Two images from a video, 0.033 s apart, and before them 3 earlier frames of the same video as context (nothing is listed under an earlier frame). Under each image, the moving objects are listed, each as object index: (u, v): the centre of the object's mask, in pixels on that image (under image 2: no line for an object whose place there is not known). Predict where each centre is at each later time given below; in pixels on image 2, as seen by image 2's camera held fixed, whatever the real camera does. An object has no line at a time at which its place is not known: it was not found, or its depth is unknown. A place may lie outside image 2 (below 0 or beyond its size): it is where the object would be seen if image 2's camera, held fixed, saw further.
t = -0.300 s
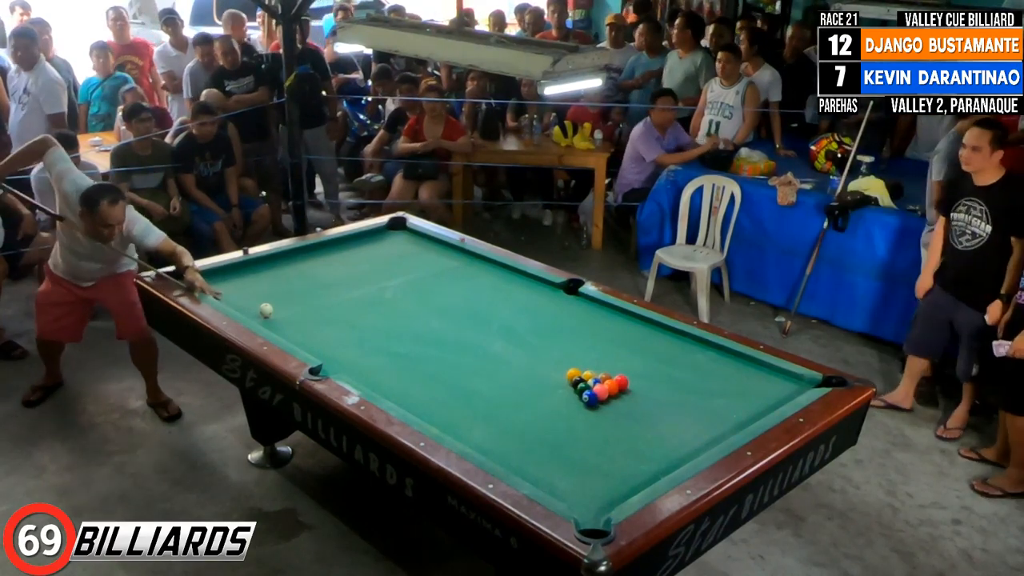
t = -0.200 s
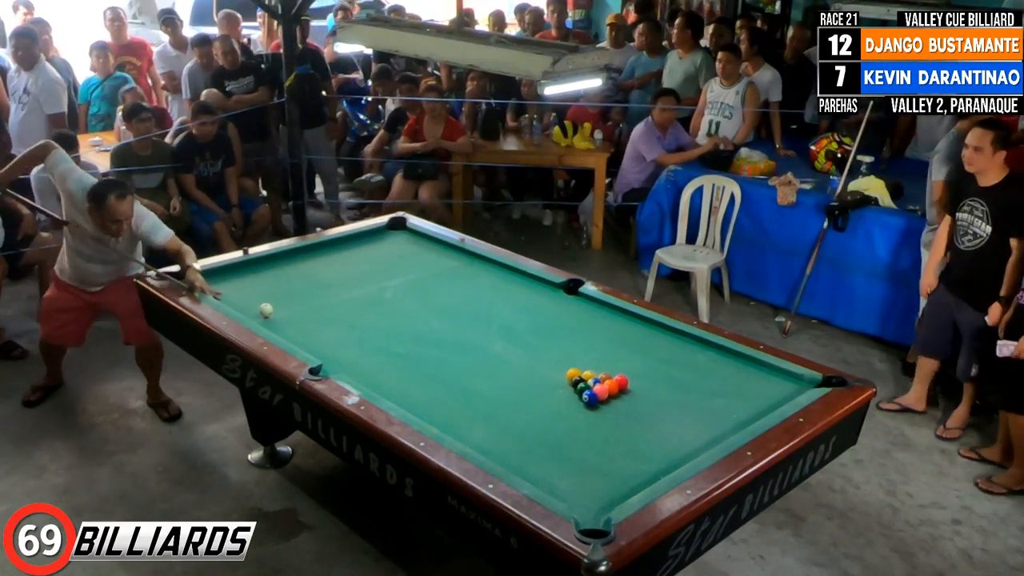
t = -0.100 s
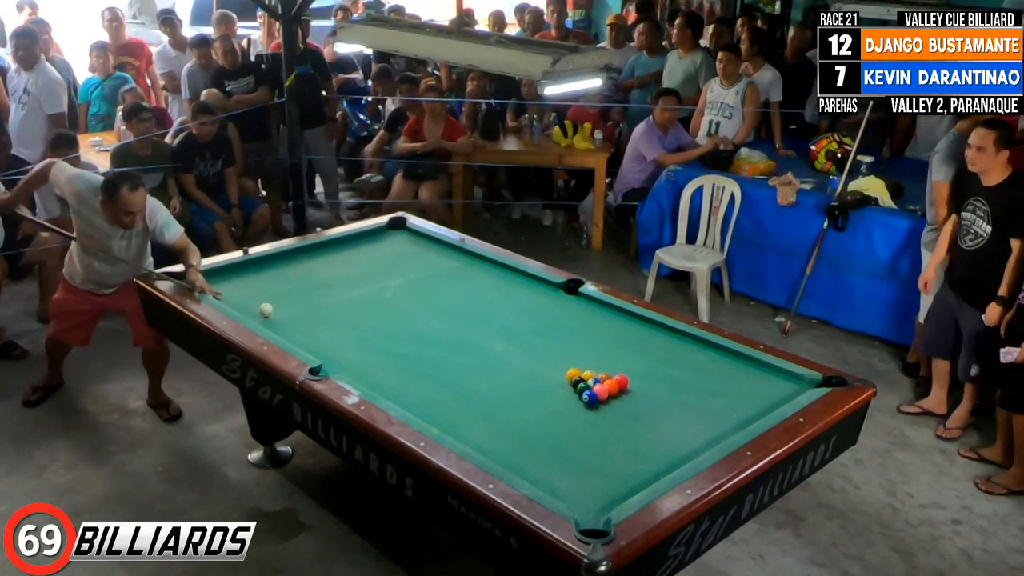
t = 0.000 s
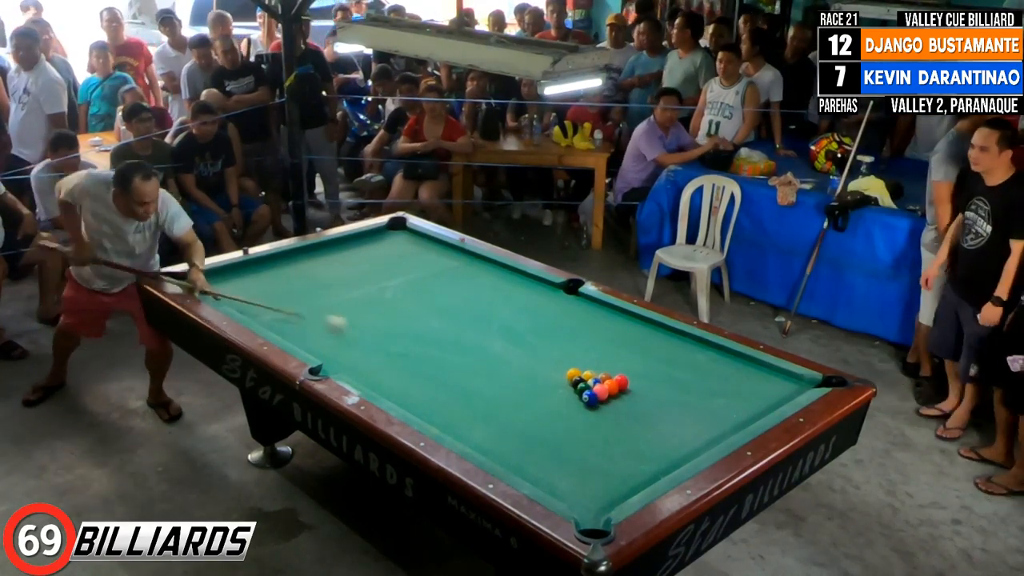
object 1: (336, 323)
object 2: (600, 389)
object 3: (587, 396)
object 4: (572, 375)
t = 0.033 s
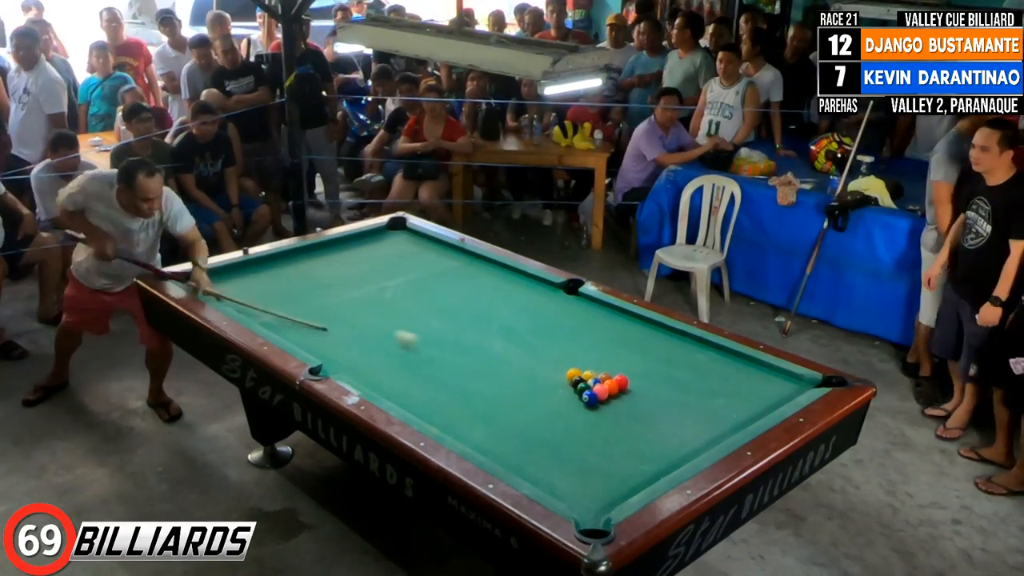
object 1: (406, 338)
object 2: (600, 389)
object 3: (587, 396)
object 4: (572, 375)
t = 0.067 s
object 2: (600, 389)
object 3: (587, 396)
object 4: (572, 375)
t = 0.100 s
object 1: (556, 371)
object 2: (600, 389)
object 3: (587, 396)
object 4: (572, 375)
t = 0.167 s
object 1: (551, 346)
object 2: (623, 412)
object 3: (610, 428)
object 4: (571, 362)
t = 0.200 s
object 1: (546, 338)
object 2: (636, 423)
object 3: (620, 444)
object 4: (569, 359)
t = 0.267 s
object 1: (537, 331)
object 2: (660, 446)
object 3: (643, 477)
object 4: (566, 357)
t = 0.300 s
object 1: (532, 331)
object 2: (672, 457)
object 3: (638, 482)
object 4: (564, 353)
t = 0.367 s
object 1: (525, 326)
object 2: (656, 457)
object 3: (602, 475)
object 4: (560, 347)
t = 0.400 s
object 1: (523, 321)
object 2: (644, 456)
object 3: (586, 471)
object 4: (558, 344)
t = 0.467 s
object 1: (517, 316)
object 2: (622, 450)
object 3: (554, 465)
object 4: (555, 338)
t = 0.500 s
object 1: (516, 313)
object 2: (610, 447)
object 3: (538, 461)
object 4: (553, 334)
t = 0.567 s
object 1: (514, 306)
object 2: (587, 441)
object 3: (507, 455)
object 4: (550, 328)
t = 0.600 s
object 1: (514, 303)
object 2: (576, 438)
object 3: (492, 451)
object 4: (549, 325)
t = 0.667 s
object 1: (515, 298)
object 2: (554, 432)
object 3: (470, 441)
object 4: (545, 319)
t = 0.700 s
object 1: (517, 295)
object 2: (544, 429)
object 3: (464, 436)
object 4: (544, 316)
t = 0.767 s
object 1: (523, 291)
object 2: (523, 424)
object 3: (454, 425)
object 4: (538, 308)
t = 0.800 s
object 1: (526, 289)
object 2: (513, 421)
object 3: (449, 420)
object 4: (536, 304)
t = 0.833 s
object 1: (530, 287)
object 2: (503, 419)
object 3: (444, 414)
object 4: (533, 300)
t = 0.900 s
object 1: (537, 283)
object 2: (491, 417)
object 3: (435, 404)
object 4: (528, 293)
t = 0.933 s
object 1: (540, 282)
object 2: (485, 417)
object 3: (430, 398)
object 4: (525, 288)
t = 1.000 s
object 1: (536, 282)
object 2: (475, 417)
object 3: (422, 389)
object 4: (520, 282)
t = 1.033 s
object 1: (533, 282)
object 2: (469, 417)
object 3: (418, 384)
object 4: (517, 278)
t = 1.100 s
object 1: (526, 283)
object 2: (459, 416)
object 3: (410, 375)
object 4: (512, 272)
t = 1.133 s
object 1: (523, 284)
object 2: (453, 416)
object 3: (406, 370)
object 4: (509, 269)
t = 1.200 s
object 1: (516, 285)
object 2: (443, 416)
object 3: (398, 362)
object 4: (498, 268)
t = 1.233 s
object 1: (513, 285)
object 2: (438, 416)
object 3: (395, 358)
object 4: (492, 267)
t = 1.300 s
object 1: (506, 286)
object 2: (428, 415)
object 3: (388, 349)
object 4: (481, 265)
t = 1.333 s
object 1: (503, 286)
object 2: (423, 413)
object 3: (384, 345)
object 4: (476, 264)
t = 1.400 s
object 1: (497, 287)
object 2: (419, 411)
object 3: (378, 338)
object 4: (466, 262)
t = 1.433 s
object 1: (493, 287)
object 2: (418, 410)
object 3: (374, 334)
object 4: (461, 262)
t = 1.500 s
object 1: (487, 288)
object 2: (417, 407)
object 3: (368, 327)
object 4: (450, 260)
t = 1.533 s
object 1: (484, 289)
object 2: (416, 405)
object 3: (365, 323)
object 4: (445, 259)
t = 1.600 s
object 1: (477, 289)
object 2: (415, 402)
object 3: (359, 317)
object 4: (435, 257)
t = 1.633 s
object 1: (474, 290)
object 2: (414, 400)
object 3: (356, 314)
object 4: (430, 257)
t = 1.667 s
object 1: (471, 290)
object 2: (414, 399)
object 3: (354, 310)
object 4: (426, 256)
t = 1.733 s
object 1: (465, 291)
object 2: (413, 395)
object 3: (348, 304)
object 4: (416, 254)
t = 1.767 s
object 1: (461, 291)
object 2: (412, 394)
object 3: (346, 301)
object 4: (412, 254)
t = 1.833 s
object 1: (455, 292)
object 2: (411, 391)
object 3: (340, 295)
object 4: (402, 252)
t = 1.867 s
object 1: (452, 292)
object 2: (411, 389)
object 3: (338, 292)
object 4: (397, 252)
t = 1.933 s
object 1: (446, 293)
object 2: (409, 386)
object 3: (333, 286)
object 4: (388, 250)
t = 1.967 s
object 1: (443, 294)
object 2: (409, 385)
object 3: (331, 283)
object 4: (384, 249)
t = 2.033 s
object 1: (437, 294)
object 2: (409, 382)
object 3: (326, 278)
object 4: (375, 248)
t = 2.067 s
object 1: (434, 294)
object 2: (408, 380)
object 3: (324, 276)
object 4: (370, 247)
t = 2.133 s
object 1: (428, 295)
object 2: (407, 377)
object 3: (319, 271)
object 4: (361, 246)
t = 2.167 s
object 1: (425, 296)
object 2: (407, 376)
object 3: (318, 268)
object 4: (357, 245)
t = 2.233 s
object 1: (419, 296)
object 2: (406, 373)
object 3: (313, 263)
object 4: (348, 244)
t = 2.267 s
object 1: (416, 297)
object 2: (405, 372)
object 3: (312, 261)
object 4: (344, 243)
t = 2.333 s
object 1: (410, 298)
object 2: (405, 369)
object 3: (307, 255)
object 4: (336, 242)
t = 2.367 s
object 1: (408, 298)
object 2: (404, 368)
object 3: (305, 254)
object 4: (333, 242)
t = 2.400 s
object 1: (405, 298)
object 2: (404, 367)
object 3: (303, 252)
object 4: (332, 243)
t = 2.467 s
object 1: (399, 299)
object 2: (403, 365)
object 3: (305, 249)
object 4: (331, 245)
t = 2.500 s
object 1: (396, 299)
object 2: (403, 363)
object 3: (312, 249)
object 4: (330, 246)
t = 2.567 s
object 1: (391, 300)
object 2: (402, 361)
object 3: (318, 250)
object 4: (332, 248)
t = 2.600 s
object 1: (388, 300)
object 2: (402, 360)
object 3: (319, 251)
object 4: (336, 248)
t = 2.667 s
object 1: (383, 301)
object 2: (402, 357)
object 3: (320, 254)
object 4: (343, 249)
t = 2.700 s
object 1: (380, 301)
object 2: (401, 356)
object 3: (321, 255)
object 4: (346, 249)
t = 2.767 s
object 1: (375, 302)
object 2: (400, 354)
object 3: (323, 257)
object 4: (352, 250)
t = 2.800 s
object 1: (372, 303)
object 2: (400, 353)
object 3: (324, 258)
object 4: (355, 251)
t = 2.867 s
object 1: (367, 303)
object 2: (400, 351)
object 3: (326, 260)
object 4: (361, 251)
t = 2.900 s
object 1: (364, 303)
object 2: (400, 350)
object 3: (327, 261)
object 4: (364, 252)
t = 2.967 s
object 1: (359, 304)
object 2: (399, 348)
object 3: (328, 264)
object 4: (370, 253)
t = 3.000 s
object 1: (357, 304)
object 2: (399, 347)
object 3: (329, 264)
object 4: (374, 253)
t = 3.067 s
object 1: (352, 305)
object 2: (398, 345)
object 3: (331, 266)
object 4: (379, 254)
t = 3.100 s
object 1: (350, 305)
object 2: (398, 344)
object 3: (332, 268)
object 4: (382, 254)
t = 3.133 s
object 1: (347, 306)
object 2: (398, 343)
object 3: (333, 268)
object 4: (385, 255)
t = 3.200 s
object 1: (342, 306)
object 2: (398, 341)
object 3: (335, 270)
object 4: (391, 256)
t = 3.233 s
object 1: (340, 306)
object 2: (398, 340)
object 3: (336, 272)
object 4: (394, 256)
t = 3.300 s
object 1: (335, 307)
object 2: (397, 339)
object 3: (338, 274)
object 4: (400, 257)
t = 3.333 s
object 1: (332, 308)
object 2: (397, 338)
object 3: (339, 275)
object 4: (403, 257)
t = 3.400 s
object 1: (328, 308)
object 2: (397, 336)
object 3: (340, 277)
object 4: (408, 258)
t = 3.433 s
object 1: (326, 308)
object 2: (396, 335)
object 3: (341, 278)
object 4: (411, 259)
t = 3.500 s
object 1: (321, 309)
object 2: (396, 333)
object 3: (343, 280)
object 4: (417, 259)
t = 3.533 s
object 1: (319, 309)
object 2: (396, 333)
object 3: (343, 281)
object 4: (420, 260)
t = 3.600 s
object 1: (314, 310)
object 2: (396, 331)
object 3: (345, 283)
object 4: (425, 261)
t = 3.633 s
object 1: (312, 310)
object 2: (396, 331)
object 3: (346, 284)
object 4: (428, 261)
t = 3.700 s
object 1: (308, 310)
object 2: (396, 329)
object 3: (348, 286)
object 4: (434, 262)
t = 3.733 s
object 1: (306, 311)
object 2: (396, 328)
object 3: (349, 287)
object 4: (437, 262)
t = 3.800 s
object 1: (302, 311)
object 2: (395, 327)
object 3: (351, 289)
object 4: (443, 263)
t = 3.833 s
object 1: (300, 312)
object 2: (395, 326)
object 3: (351, 290)
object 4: (446, 264)
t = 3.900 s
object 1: (297, 312)
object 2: (395, 325)
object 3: (353, 292)
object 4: (451, 265)
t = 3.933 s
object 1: (294, 312)
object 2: (395, 324)
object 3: (354, 294)
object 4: (454, 265)
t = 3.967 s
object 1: (292, 312)
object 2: (395, 324)
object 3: (355, 295)
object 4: (456, 265)
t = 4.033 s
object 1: (288, 313)
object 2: (395, 322)
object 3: (357, 297)
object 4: (462, 266)
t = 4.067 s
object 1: (286, 313)
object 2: (395, 322)
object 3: (357, 298)
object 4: (465, 267)
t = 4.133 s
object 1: (283, 314)
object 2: (395, 321)
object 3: (359, 300)
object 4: (470, 267)
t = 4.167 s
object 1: (281, 314)
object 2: (395, 320)
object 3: (360, 301)
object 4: (473, 268)
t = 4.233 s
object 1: (277, 315)
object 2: (395, 319)
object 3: (362, 303)
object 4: (478, 268)
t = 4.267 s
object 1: (276, 315)
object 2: (394, 319)
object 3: (362, 304)
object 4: (480, 269)
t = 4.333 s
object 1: (271, 315)
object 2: (394, 318)
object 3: (364, 306)
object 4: (486, 269)
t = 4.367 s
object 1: (270, 315)
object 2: (394, 317)
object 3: (365, 307)
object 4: (489, 270)
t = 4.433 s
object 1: (267, 316)
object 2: (394, 316)
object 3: (367, 309)
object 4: (493, 270)
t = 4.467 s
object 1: (265, 316)
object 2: (394, 316)
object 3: (368, 310)
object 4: (496, 271)
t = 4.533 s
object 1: (261, 317)
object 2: (394, 315)
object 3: (369, 312)
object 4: (501, 272)
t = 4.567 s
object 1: (260, 317)
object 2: (394, 314)
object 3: (370, 313)
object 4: (504, 272)
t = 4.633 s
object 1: (257, 316)
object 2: (394, 313)
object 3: (372, 315)
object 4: (508, 273)
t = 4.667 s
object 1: (256, 316)
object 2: (394, 313)
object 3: (372, 316)
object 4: (511, 273)
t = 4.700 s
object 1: (254, 315)
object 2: (394, 313)
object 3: (373, 317)
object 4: (514, 274)
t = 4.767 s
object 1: (252, 315)
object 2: (394, 312)
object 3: (375, 319)
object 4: (518, 274)
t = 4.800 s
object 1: (252, 315)
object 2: (394, 311)
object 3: (376, 320)
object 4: (520, 275)
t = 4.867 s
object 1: (253, 315)
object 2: (395, 311)
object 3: (378, 322)
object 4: (525, 276)
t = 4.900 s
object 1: (254, 315)
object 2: (394, 310)
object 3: (379, 323)
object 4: (526, 276)
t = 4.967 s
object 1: (255, 315)
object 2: (394, 310)
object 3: (380, 325)
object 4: (527, 277)
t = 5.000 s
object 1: (256, 315)
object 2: (394, 309)
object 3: (381, 326)
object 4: (527, 277)
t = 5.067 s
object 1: (256, 315)
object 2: (394, 309)
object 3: (383, 327)
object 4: (529, 279)
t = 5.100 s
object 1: (257, 315)
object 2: (394, 308)
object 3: (383, 328)
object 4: (530, 279)
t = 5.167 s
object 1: (257, 315)
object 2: (394, 308)
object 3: (385, 331)
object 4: (530, 280)
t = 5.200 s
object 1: (258, 314)
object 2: (394, 307)
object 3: (386, 331)
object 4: (531, 281)
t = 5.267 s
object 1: (258, 314)
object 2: (394, 307)
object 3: (387, 333)
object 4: (532, 282)
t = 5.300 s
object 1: (259, 314)
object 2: (394, 307)
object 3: (388, 334)
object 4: (533, 282)
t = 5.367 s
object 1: (259, 314)
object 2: (395, 306)
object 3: (390, 336)
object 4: (534, 283)
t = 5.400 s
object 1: (260, 314)
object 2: (395, 306)
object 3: (391, 337)
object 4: (534, 283)
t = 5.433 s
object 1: (260, 314)
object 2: (395, 306)
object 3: (392, 338)
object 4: (535, 284)
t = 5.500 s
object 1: (261, 313)
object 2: (395, 306)
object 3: (393, 339)
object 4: (536, 285)
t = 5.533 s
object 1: (261, 313)
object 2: (395, 305)
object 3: (394, 340)
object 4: (536, 285)
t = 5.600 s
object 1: (261, 313)
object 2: (395, 305)
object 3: (395, 342)
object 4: (537, 286)
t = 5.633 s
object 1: (261, 313)
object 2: (395, 305)
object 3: (396, 343)
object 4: (538, 287)
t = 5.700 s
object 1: (262, 312)
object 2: (395, 305)
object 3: (397, 344)
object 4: (539, 287)
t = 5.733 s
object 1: (262, 312)
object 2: (395, 305)
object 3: (398, 346)
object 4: (539, 288)
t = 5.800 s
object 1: (263, 312)
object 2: (395, 304)
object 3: (399, 348)
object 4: (540, 289)
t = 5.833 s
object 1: (263, 312)
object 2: (395, 304)
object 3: (400, 348)
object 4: (540, 289)
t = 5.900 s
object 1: (263, 312)
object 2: (395, 304)
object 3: (401, 350)
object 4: (541, 290)
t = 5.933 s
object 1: (263, 312)
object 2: (395, 304)
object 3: (402, 350)
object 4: (542, 290)
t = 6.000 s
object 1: (263, 312)
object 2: (395, 304)
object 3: (404, 352)
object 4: (542, 291)
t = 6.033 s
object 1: (263, 312)
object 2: (395, 304)
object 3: (404, 353)
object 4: (543, 291)
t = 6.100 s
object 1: (263, 312)
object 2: (395, 304)
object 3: (406, 355)
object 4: (544, 292)
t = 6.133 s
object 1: (263, 312)
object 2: (395, 304)
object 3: (406, 356)
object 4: (544, 292)
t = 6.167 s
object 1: (263, 312)
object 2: (395, 304)
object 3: (407, 356)
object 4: (544, 293)
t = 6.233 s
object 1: (263, 312)
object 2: (395, 304)
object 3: (408, 358)
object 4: (545, 293)
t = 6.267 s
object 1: (263, 312)
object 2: (395, 304)
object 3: (409, 358)
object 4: (545, 293)
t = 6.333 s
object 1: (263, 312)
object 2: (395, 303)
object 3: (410, 360)
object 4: (546, 294)
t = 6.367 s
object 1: (263, 312)
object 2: (395, 303)
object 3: (411, 360)
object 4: (546, 294)
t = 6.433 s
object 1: (263, 312)
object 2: (395, 303)
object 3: (412, 362)
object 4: (547, 295)
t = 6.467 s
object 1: (263, 312)
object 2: (395, 303)
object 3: (413, 363)
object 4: (547, 295)
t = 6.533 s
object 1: (263, 312)
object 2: (396, 303)
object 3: (414, 364)
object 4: (548, 296)
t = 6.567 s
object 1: (263, 312)
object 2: (396, 303)
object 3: (414, 365)
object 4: (548, 296)
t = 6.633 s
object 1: (263, 312)
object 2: (396, 303)
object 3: (415, 366)
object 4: (548, 296)
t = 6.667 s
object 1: (263, 312)
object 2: (396, 303)
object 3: (416, 367)
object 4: (548, 296)
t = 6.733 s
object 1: (263, 312)
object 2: (396, 303)
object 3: (417, 368)
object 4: (549, 297)
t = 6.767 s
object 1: (263, 312)
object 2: (395, 303)
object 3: (418, 369)
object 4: (549, 297)
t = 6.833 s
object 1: (263, 312)
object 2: (395, 303)
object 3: (419, 370)
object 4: (549, 298)
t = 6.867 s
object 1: (263, 312)
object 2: (395, 303)
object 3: (420, 370)
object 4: (550, 298)
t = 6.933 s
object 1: (263, 312)
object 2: (395, 303)
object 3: (421, 372)
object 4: (550, 298)
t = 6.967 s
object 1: (263, 312)
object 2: (395, 303)
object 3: (422, 372)
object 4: (550, 298)
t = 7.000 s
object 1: (263, 312)
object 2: (396, 303)
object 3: (422, 373)
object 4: (550, 298)
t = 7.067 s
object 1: (263, 312)
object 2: (396, 303)
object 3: (423, 374)
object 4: (550, 298)
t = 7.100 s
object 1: (263, 312)
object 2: (395, 303)
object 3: (424, 374)
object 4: (550, 299)
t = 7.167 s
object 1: (263, 312)
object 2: (395, 303)
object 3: (425, 375)
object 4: (550, 299)
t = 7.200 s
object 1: (263, 312)
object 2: (395, 303)
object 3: (425, 375)
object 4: (551, 299)
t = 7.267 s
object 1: (263, 312)
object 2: (395, 303)
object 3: (426, 376)
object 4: (551, 299)
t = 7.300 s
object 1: (263, 312)
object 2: (395, 303)
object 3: (427, 376)
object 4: (551, 299)
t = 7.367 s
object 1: (263, 312)
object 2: (395, 303)
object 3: (428, 377)
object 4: (551, 300)
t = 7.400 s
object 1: (263, 312)
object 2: (395, 303)
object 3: (428, 377)
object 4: (551, 300)
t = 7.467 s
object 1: (263, 312)
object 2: (395, 303)
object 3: (429, 378)
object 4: (551, 300)
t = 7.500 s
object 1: (263, 312)
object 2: (395, 303)
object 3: (430, 378)
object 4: (551, 300)
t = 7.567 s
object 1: (263, 312)
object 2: (395, 303)
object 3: (431, 379)
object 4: (551, 300)
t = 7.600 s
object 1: (263, 312)
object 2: (396, 303)
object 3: (431, 380)
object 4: (551, 300)
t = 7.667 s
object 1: (263, 312)
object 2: (396, 303)
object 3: (432, 381)
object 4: (551, 300)
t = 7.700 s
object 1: (263, 312)
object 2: (396, 303)
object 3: (432, 381)
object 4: (551, 300)
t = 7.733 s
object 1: (263, 312)
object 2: (396, 303)
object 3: (433, 381)
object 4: (551, 300)
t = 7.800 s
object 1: (263, 312)
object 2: (396, 303)
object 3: (434, 382)
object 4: (551, 300)
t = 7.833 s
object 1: (263, 312)
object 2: (395, 303)
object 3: (434, 382)
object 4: (551, 300)
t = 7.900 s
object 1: (263, 312)
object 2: (395, 303)
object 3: (435, 383)
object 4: (551, 300)
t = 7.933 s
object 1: (263, 312)
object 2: (395, 303)
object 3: (435, 383)
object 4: (551, 300)
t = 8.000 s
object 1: (263, 312)
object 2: (395, 303)
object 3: (435, 384)
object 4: (551, 300)
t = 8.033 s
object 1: (263, 312)
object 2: (396, 303)
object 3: (436, 384)
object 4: (551, 300)
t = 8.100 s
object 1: (263, 312)
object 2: (395, 303)
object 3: (436, 385)
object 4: (551, 300)
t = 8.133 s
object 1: (263, 312)
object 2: (396, 303)
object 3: (436, 385)
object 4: (551, 300)
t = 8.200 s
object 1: (263, 312)
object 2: (395, 303)
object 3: (436, 386)
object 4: (551, 300)
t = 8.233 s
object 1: (263, 312)
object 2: (395, 303)
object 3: (436, 386)
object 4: (551, 300)
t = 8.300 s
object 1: (263, 312)
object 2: (395, 303)
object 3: (436, 386)
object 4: (551, 300)
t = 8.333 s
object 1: (263, 312)
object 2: (395, 303)
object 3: (436, 387)
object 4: (551, 300)
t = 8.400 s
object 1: (263, 312)
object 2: (395, 303)
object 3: (437, 387)
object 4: (551, 300)
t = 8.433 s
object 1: (263, 312)
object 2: (395, 303)
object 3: (437, 387)
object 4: (551, 300)
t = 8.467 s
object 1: (263, 312)
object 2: (395, 303)
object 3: (437, 387)
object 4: (551, 300)
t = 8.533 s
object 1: (263, 312)
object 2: (396, 303)
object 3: (437, 387)
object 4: (551, 300)
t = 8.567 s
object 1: (263, 312)
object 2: (395, 303)
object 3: (438, 387)
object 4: (551, 300)
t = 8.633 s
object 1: (263, 312)
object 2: (395, 303)
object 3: (438, 387)
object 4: (551, 300)
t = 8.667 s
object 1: (263, 312)
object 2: (396, 303)
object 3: (438, 387)
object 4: (551, 300)
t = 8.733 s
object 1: (263, 312)
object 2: (395, 303)
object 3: (438, 387)
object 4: (551, 300)
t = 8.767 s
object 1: (263, 312)
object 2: (395, 303)
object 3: (438, 387)
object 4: (551, 300)
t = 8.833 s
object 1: (263, 312)
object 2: (396, 303)
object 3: (438, 387)
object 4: (551, 300)
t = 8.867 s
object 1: (263, 312)
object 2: (396, 303)
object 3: (438, 387)
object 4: (551, 300)
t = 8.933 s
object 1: (263, 312)
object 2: (396, 303)
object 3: (438, 387)
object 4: (551, 300)
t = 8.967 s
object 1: (263, 312)
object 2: (395, 303)
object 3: (438, 387)
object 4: (551, 300)
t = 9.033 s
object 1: (263, 312)
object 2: (395, 303)
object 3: (438, 387)
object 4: (551, 300)
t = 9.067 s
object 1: (263, 312)
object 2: (395, 303)
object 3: (438, 387)
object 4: (551, 300)
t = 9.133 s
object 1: (263, 312)
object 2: (396, 303)
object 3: (438, 387)
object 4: (551, 300)
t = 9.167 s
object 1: (263, 312)
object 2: (396, 303)
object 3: (438, 387)
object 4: (551, 300)
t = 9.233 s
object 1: (263, 312)
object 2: (395, 303)
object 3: (439, 387)
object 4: (551, 300)
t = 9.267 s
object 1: (263, 312)
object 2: (396, 303)
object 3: (439, 387)
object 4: (551, 300)
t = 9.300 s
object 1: (263, 312)
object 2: (396, 303)
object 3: (439, 387)
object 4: (551, 300)
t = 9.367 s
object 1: (263, 312)
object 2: (395, 303)
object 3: (439, 387)
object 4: (551, 299)
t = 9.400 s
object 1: (263, 312)
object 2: (395, 303)
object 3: (439, 387)
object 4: (551, 299)
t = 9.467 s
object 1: (263, 312)
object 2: (395, 303)
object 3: (439, 387)
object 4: (551, 299)
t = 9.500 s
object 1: (263, 312)
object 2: (395, 303)
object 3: (439, 387)
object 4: (551, 300)
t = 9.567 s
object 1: (263, 312)
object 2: (396, 303)
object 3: (439, 387)
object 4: (551, 300)
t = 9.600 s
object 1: (263, 312)
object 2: (395, 303)
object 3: (439, 387)
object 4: (551, 299)
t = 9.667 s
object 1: (263, 312)
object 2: (396, 303)
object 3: (439, 387)
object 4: (551, 299)
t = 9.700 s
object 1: (263, 312)
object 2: (395, 303)
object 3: (439, 387)
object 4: (551, 299)
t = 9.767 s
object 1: (263, 312)
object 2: (396, 303)
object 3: (438, 387)
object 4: (551, 299)
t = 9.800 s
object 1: (263, 312)
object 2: (395, 303)
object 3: (438, 387)
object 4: (551, 299)
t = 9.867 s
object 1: (263, 312)
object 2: (395, 303)
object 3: (438, 387)
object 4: (551, 299)
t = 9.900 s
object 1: (263, 312)
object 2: (395, 303)
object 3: (438, 387)
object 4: (551, 299)
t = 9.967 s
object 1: (263, 312)
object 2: (395, 303)
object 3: (438, 387)
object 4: (551, 299)
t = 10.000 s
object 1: (263, 312)
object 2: (396, 303)
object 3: (438, 387)
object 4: (551, 299)
